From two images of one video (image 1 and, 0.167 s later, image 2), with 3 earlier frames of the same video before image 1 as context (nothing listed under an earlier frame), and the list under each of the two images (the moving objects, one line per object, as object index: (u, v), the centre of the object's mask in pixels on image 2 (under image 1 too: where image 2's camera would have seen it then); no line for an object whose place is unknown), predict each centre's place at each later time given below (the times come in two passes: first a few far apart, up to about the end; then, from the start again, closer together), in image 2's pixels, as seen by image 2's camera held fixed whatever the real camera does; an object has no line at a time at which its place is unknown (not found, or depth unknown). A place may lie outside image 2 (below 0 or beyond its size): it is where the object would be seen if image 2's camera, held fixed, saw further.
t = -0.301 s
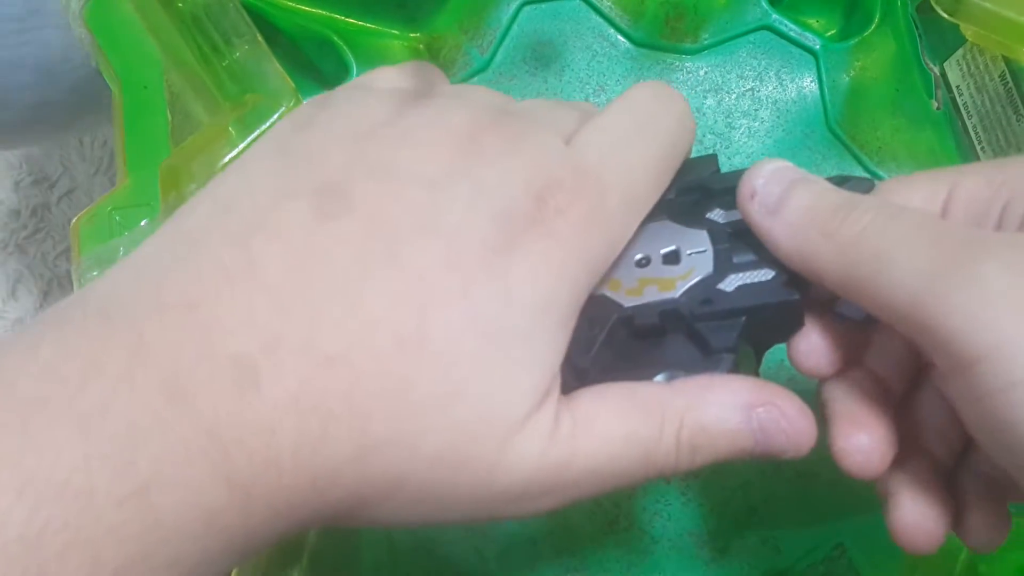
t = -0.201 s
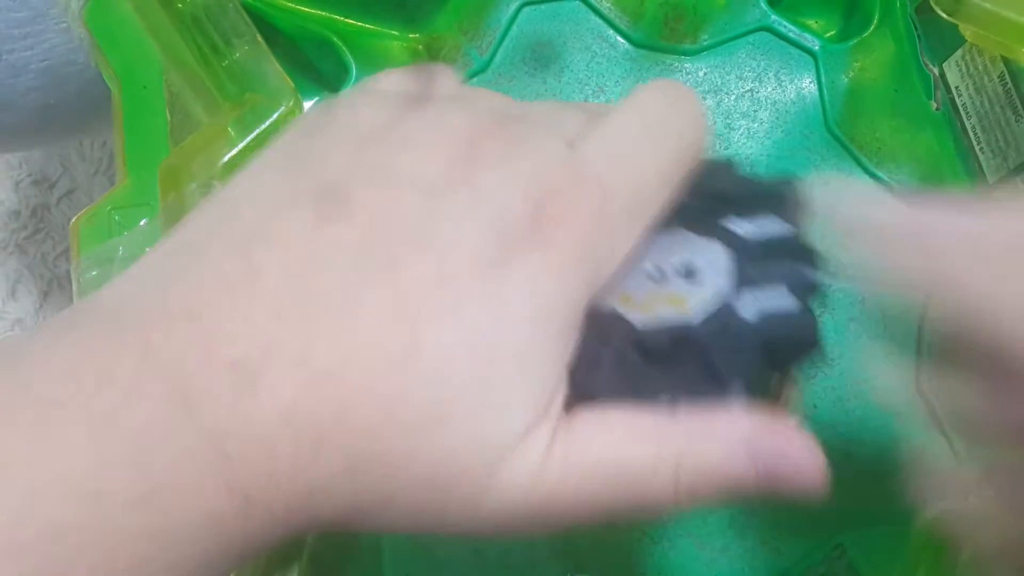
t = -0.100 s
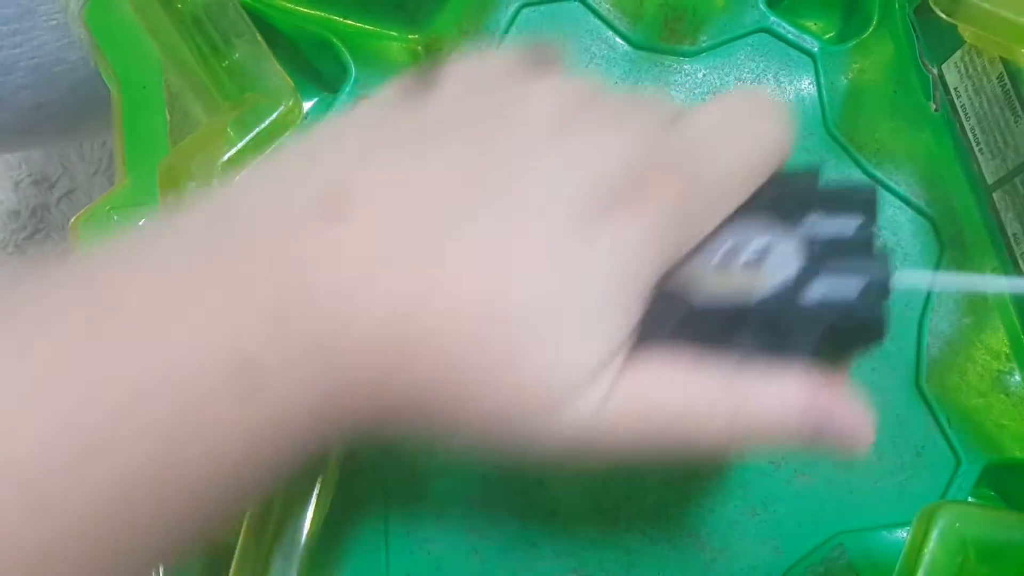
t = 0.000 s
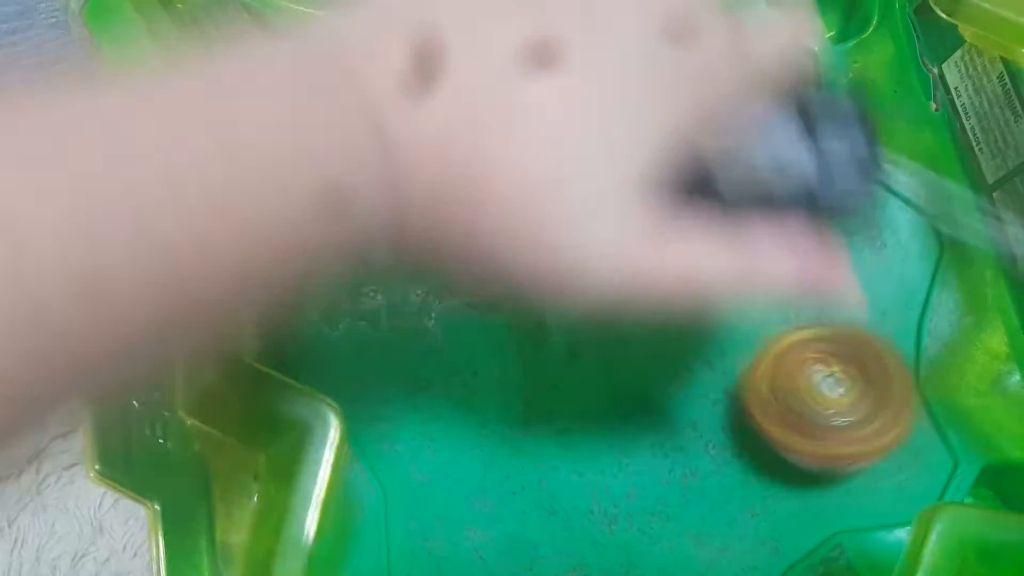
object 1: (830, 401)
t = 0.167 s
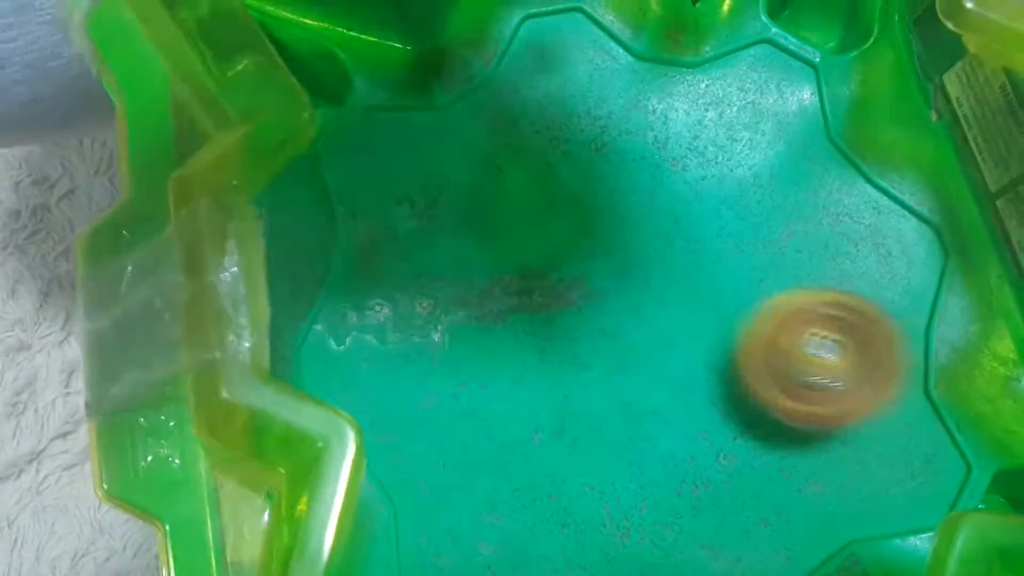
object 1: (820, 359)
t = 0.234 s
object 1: (739, 349)
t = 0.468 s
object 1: (362, 377)
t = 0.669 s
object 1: (454, 470)
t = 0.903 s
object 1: (687, 507)
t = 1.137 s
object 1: (603, 376)
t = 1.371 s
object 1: (374, 343)
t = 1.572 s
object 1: (429, 435)
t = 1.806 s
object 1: (643, 457)
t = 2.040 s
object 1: (590, 291)
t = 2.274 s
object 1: (370, 232)
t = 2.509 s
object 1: (496, 352)
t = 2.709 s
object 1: (644, 401)
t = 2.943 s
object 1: (605, 226)
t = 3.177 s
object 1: (395, 165)
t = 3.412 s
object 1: (385, 325)
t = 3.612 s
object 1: (612, 484)
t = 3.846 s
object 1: (864, 361)
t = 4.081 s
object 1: (729, 89)
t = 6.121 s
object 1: (306, 236)
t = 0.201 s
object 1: (783, 354)
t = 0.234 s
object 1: (739, 349)
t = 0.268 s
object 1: (690, 346)
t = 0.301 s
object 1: (639, 346)
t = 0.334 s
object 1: (581, 350)
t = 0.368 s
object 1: (521, 352)
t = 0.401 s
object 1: (460, 360)
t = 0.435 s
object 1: (402, 371)
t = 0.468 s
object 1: (362, 377)
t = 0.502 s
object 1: (337, 380)
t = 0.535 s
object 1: (346, 392)
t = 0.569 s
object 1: (369, 417)
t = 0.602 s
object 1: (391, 438)
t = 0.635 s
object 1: (420, 458)
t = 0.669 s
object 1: (454, 470)
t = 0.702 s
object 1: (492, 482)
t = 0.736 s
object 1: (532, 492)
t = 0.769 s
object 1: (570, 501)
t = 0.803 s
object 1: (607, 507)
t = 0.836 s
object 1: (639, 510)
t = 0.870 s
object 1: (668, 510)
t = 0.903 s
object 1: (687, 507)
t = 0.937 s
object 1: (699, 496)
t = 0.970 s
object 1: (702, 479)
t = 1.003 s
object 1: (697, 456)
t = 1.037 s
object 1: (685, 435)
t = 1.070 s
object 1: (664, 413)
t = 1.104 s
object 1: (638, 395)
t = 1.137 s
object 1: (603, 376)
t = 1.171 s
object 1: (567, 359)
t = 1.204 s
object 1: (525, 343)
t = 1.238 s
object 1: (487, 333)
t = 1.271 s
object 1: (453, 326)
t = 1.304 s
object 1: (423, 328)
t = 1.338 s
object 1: (397, 333)
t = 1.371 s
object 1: (374, 343)
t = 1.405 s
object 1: (359, 356)
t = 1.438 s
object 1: (353, 369)
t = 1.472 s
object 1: (357, 385)
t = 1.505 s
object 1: (373, 404)
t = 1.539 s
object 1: (400, 421)
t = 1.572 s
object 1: (429, 435)
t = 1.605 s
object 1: (465, 446)
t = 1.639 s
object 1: (502, 455)
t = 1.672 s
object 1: (540, 463)
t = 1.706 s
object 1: (572, 469)
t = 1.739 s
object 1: (603, 470)
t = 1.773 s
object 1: (626, 466)
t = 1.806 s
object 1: (643, 457)
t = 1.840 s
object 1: (654, 445)
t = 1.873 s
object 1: (659, 428)
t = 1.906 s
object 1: (656, 407)
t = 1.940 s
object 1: (647, 383)
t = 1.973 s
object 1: (634, 354)
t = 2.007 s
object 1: (613, 321)
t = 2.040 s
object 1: (590, 291)
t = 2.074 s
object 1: (561, 263)
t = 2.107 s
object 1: (529, 242)
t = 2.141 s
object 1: (495, 225)
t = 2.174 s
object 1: (464, 216)
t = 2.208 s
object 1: (434, 216)
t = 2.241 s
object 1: (405, 223)
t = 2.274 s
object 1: (370, 232)
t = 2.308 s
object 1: (345, 240)
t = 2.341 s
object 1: (363, 260)
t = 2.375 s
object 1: (387, 280)
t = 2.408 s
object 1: (412, 297)
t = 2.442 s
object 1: (438, 317)
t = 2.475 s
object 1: (466, 334)
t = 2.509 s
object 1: (496, 352)
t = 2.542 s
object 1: (527, 373)
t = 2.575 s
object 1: (556, 391)
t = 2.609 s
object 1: (582, 402)
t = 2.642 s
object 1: (607, 408)
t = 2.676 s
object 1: (627, 407)
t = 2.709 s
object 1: (644, 401)
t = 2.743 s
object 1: (655, 388)
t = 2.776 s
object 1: (660, 370)
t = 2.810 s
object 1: (660, 348)
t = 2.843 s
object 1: (655, 323)
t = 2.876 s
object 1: (645, 292)
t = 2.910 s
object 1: (629, 258)
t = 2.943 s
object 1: (605, 226)
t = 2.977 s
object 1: (578, 196)
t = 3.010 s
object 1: (548, 174)
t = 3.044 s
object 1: (519, 158)
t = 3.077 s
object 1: (491, 150)
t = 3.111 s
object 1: (462, 150)
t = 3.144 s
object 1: (430, 153)
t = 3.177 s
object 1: (395, 165)
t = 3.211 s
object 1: (362, 185)
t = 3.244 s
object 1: (338, 208)
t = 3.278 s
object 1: (330, 232)
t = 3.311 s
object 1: (331, 256)
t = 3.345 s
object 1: (342, 285)
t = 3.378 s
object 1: (362, 304)
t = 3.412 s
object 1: (385, 325)
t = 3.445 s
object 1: (410, 347)
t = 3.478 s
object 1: (438, 372)
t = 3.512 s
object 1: (469, 402)
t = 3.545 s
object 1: (509, 435)
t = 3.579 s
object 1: (559, 464)
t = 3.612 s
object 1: (612, 484)
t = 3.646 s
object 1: (662, 494)
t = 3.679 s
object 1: (714, 493)
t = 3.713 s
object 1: (758, 483)
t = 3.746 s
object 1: (794, 462)
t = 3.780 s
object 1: (827, 434)
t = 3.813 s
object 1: (851, 399)
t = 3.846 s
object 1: (864, 361)
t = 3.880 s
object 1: (870, 323)
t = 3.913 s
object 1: (867, 282)
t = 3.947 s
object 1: (857, 241)
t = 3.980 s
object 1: (836, 201)
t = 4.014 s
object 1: (809, 164)
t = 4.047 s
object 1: (774, 127)
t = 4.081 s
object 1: (729, 89)
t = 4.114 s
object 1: (684, 62)
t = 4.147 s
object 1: (633, 50)
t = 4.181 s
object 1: (571, 45)
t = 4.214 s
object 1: (509, 47)
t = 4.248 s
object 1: (491, 64)
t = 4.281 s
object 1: (472, 105)
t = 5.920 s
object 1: (609, 61)
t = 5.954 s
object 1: (537, 57)
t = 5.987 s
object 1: (478, 62)
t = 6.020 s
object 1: (409, 81)
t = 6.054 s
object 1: (344, 129)
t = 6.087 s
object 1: (316, 180)
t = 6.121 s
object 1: (306, 236)
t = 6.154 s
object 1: (314, 277)
